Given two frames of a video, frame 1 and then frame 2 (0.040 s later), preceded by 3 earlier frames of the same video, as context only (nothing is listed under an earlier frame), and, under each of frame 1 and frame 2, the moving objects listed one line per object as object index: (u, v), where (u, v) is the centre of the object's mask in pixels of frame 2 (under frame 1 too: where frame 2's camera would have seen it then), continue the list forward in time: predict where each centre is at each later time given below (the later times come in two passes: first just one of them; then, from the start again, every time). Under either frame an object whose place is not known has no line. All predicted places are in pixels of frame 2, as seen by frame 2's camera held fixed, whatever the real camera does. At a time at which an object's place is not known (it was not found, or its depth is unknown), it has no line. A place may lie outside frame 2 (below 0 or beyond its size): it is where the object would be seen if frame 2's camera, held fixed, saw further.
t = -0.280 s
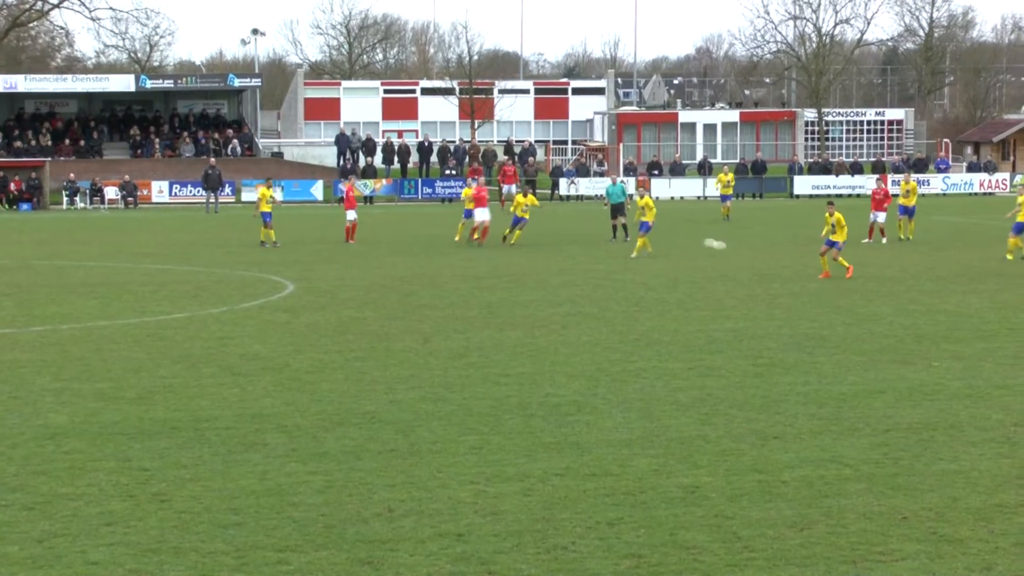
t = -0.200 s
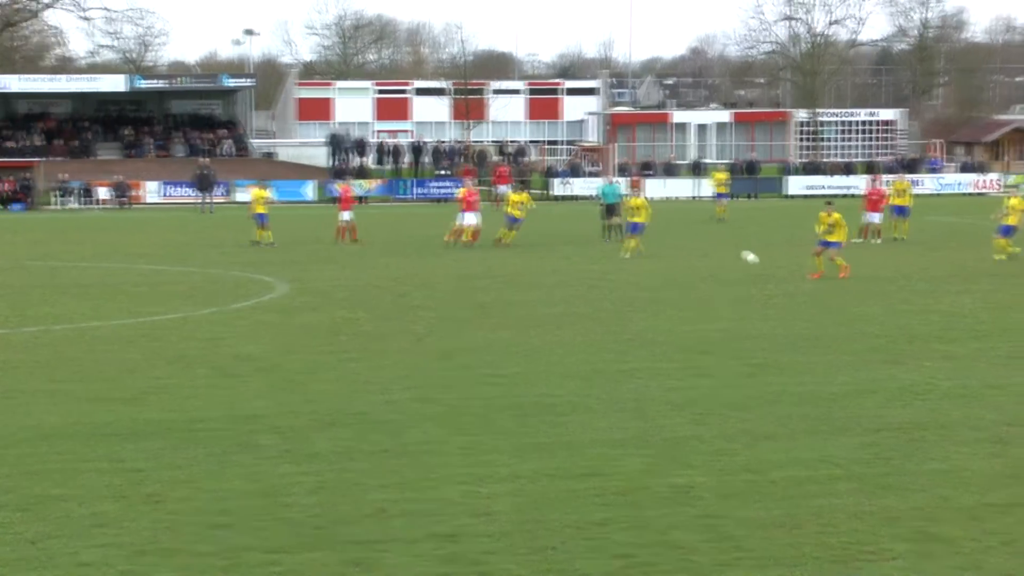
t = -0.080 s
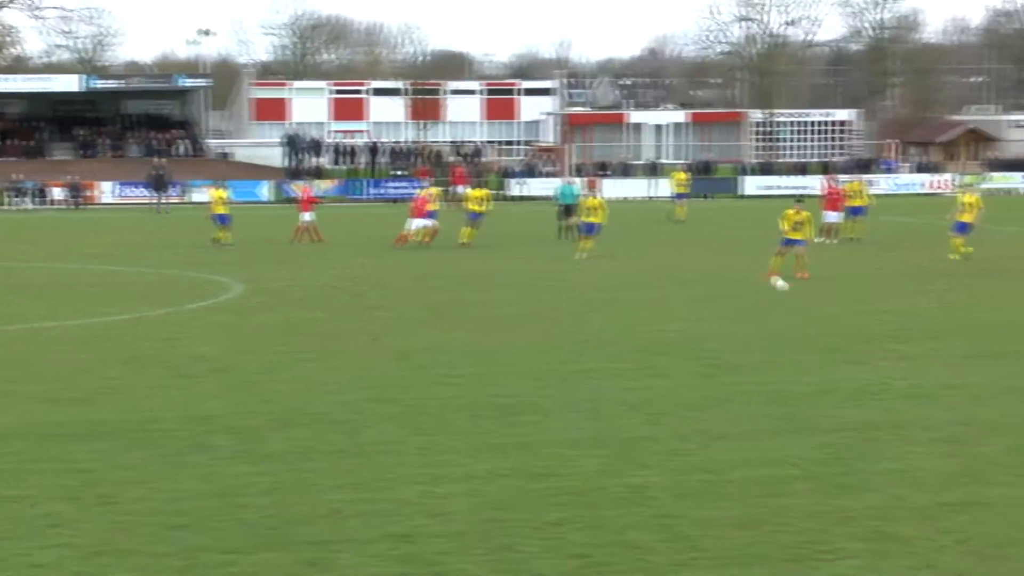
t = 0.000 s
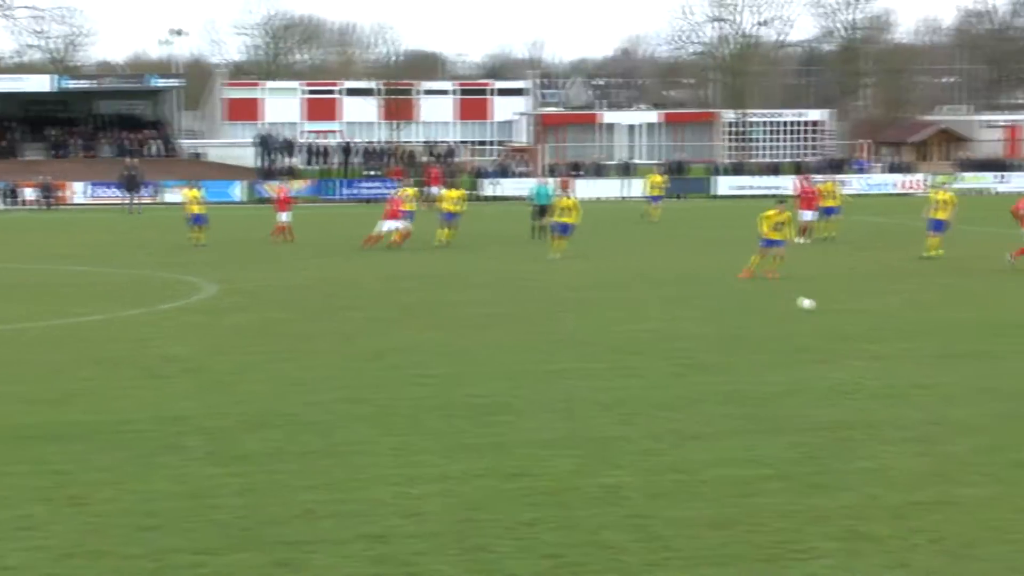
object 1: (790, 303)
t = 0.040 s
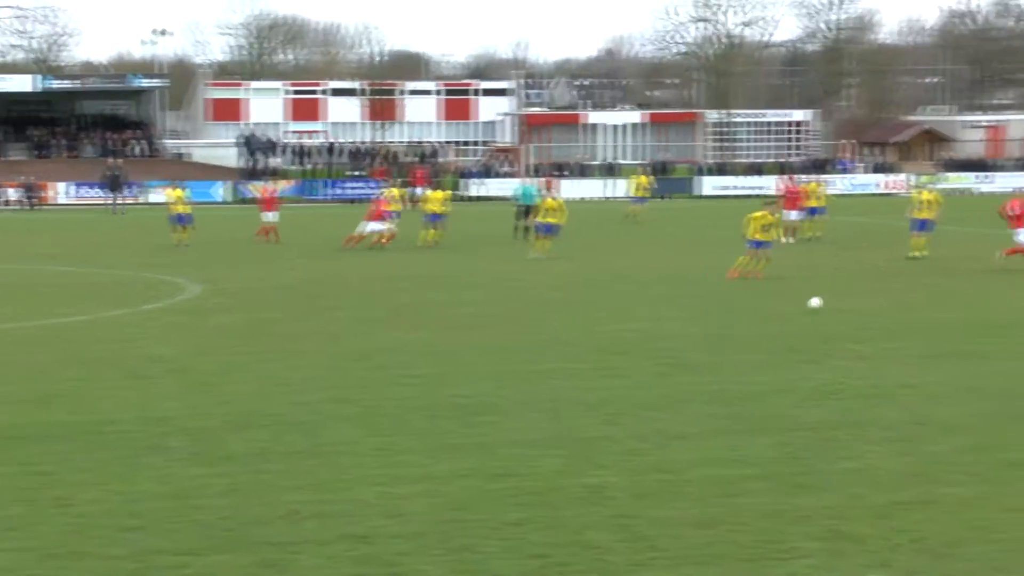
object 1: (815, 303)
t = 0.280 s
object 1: (987, 312)
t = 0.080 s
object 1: (833, 301)
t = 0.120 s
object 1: (861, 301)
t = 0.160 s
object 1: (891, 302)
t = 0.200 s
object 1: (921, 304)
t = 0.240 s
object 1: (953, 307)
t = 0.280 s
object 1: (987, 312)
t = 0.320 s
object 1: (1020, 318)
